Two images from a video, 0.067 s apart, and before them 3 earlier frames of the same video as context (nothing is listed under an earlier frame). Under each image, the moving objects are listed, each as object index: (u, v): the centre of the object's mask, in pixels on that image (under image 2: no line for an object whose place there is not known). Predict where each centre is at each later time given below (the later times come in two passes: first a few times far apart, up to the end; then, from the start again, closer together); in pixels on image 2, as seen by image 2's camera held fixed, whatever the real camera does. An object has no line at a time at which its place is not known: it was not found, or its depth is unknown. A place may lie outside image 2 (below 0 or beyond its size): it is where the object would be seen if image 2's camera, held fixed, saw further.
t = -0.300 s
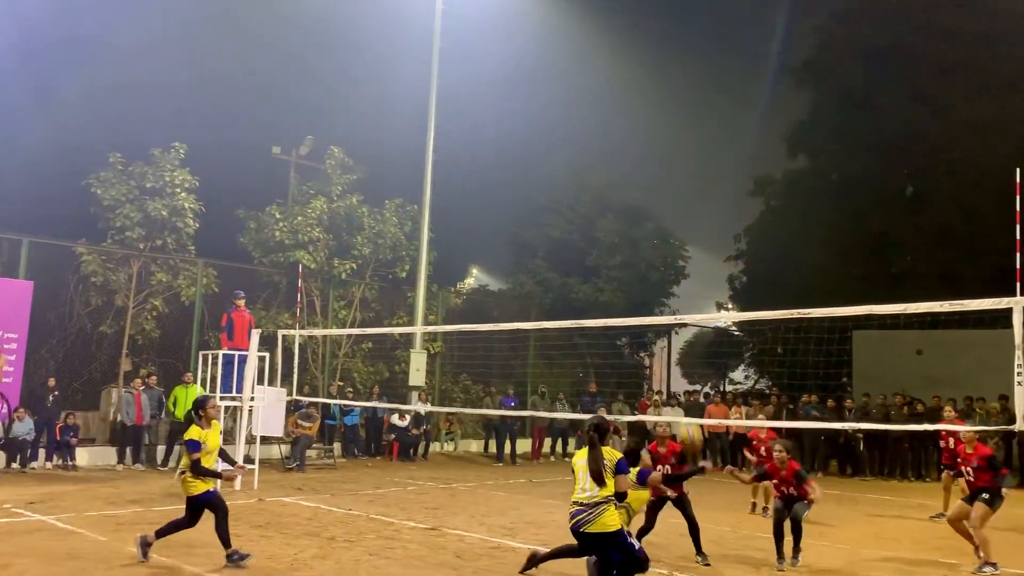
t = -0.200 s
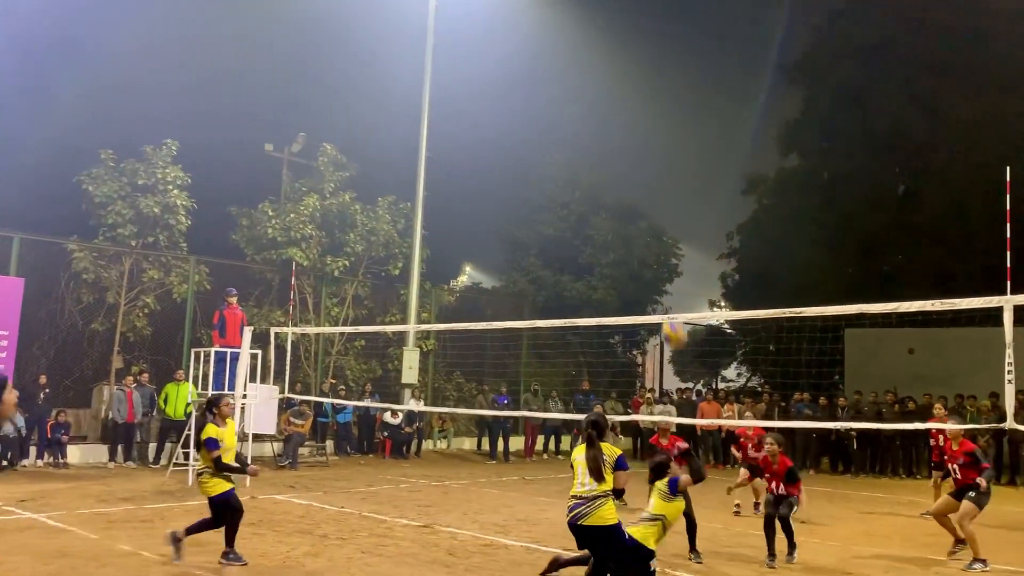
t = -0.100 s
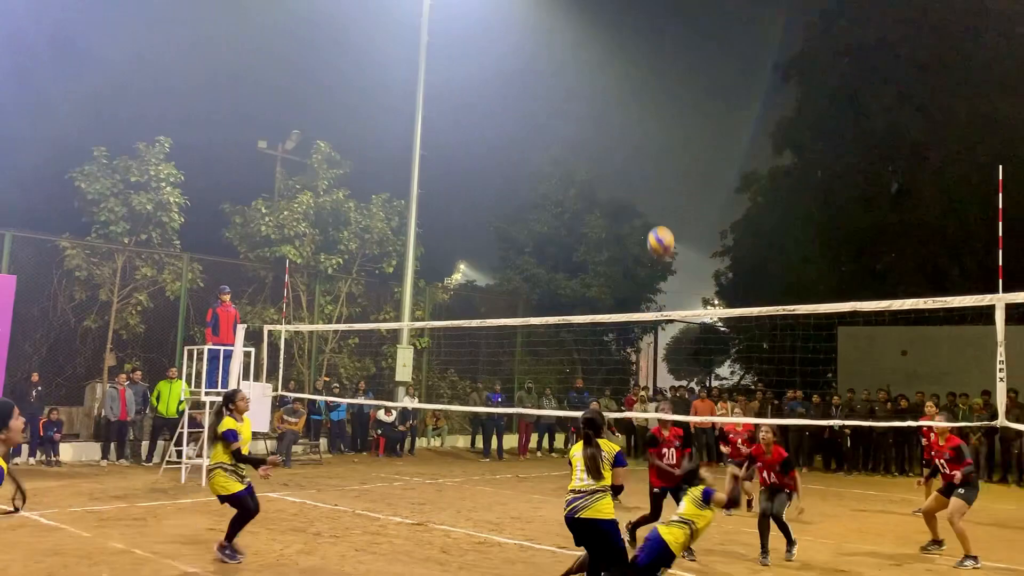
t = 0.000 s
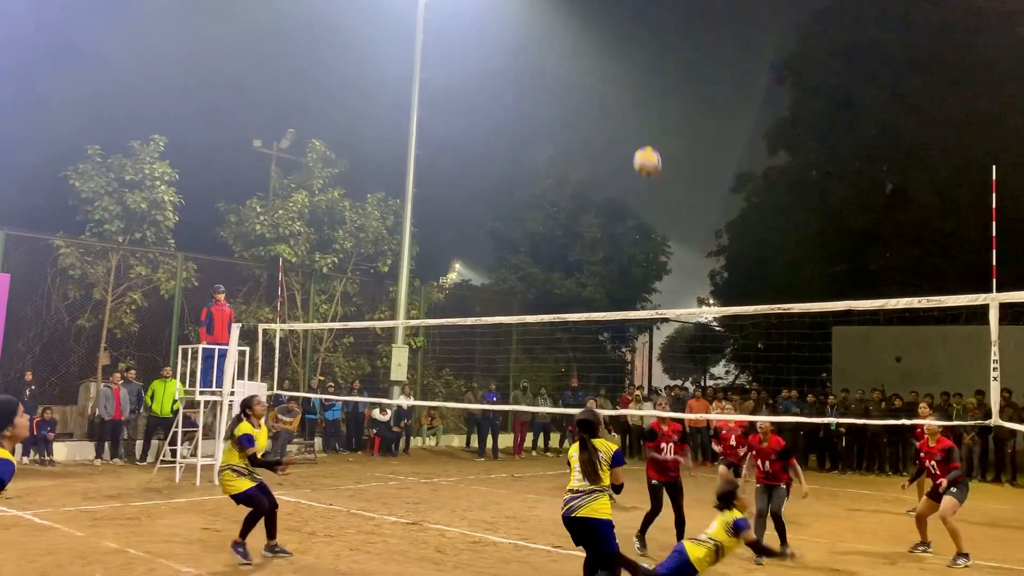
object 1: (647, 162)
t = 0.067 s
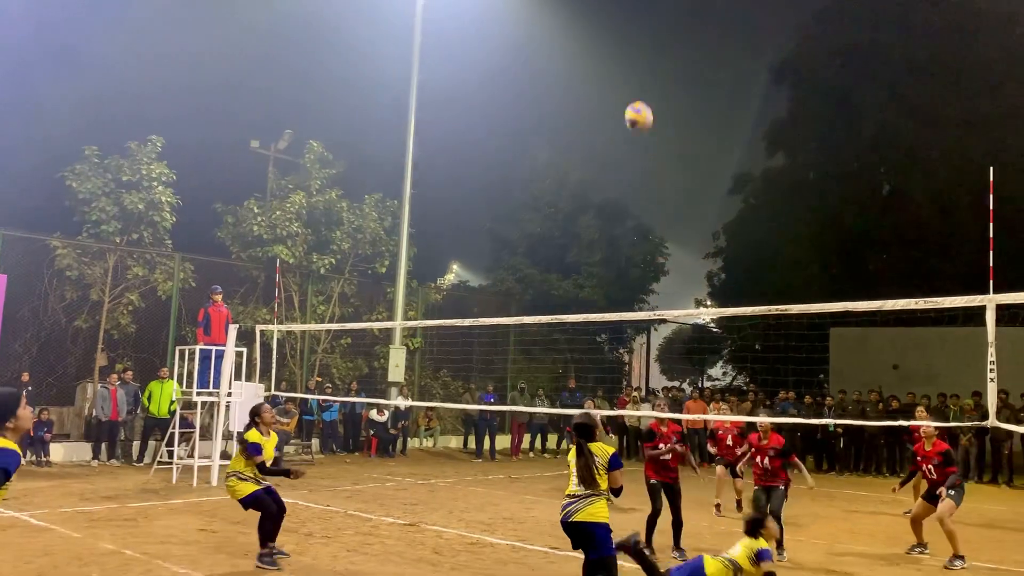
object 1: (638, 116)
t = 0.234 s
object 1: (621, 19)
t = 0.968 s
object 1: (507, 1)
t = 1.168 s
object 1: (464, 139)
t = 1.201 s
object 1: (457, 169)
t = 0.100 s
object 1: (636, 95)
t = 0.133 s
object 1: (632, 74)
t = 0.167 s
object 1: (629, 54)
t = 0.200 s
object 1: (625, 35)
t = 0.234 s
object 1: (621, 19)
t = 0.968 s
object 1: (507, 1)
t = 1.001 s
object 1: (500, 20)
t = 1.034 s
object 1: (493, 39)
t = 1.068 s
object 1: (486, 61)
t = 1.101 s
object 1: (479, 85)
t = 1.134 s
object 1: (472, 111)
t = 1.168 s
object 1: (464, 139)
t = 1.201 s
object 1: (457, 169)
